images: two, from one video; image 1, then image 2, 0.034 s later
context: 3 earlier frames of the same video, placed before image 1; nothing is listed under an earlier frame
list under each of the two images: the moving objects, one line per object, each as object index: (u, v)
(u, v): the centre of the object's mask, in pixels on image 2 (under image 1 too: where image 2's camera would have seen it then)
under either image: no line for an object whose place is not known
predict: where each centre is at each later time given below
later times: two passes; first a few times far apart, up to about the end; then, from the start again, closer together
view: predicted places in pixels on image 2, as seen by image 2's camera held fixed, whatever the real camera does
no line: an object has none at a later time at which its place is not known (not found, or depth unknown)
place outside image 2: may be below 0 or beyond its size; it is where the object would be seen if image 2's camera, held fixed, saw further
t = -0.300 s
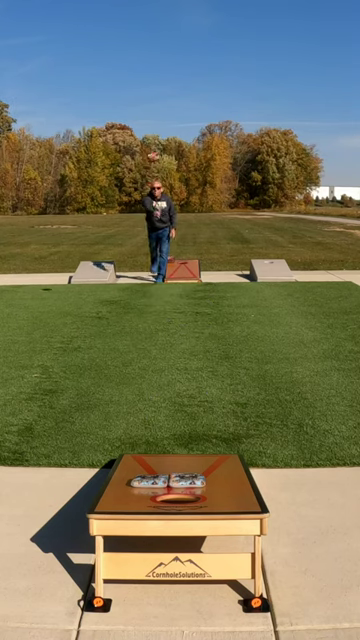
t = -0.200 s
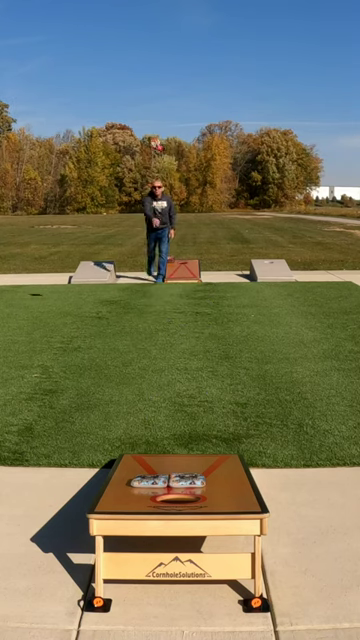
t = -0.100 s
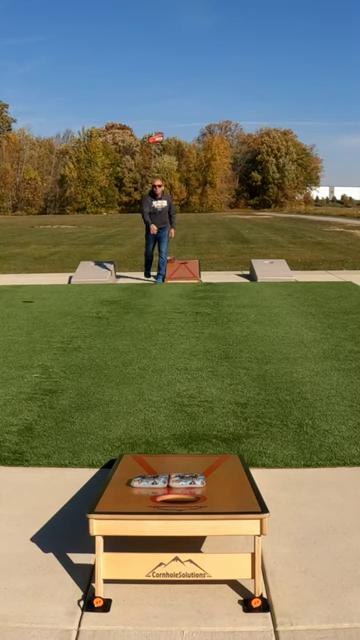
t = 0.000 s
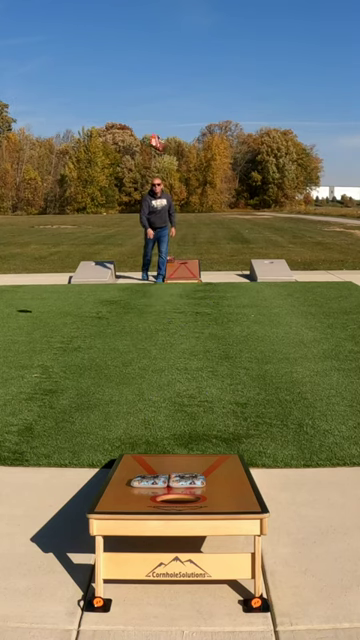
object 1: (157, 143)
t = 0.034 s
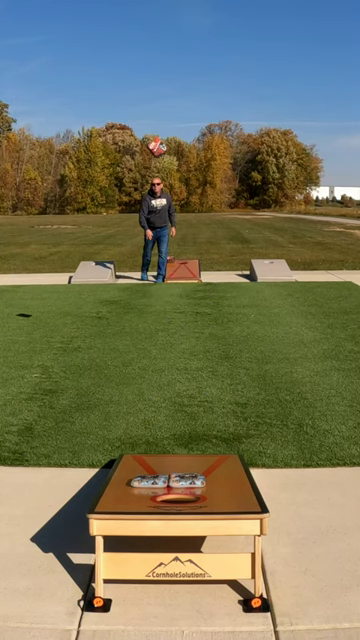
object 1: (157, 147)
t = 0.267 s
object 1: (161, 259)
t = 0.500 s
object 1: (164, 466)
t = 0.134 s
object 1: (160, 176)
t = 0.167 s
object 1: (160, 192)
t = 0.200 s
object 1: (159, 208)
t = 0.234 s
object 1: (160, 233)
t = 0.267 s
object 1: (161, 259)
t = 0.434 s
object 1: (165, 462)
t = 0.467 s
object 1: (162, 465)
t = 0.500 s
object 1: (164, 466)
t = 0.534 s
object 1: (163, 467)
